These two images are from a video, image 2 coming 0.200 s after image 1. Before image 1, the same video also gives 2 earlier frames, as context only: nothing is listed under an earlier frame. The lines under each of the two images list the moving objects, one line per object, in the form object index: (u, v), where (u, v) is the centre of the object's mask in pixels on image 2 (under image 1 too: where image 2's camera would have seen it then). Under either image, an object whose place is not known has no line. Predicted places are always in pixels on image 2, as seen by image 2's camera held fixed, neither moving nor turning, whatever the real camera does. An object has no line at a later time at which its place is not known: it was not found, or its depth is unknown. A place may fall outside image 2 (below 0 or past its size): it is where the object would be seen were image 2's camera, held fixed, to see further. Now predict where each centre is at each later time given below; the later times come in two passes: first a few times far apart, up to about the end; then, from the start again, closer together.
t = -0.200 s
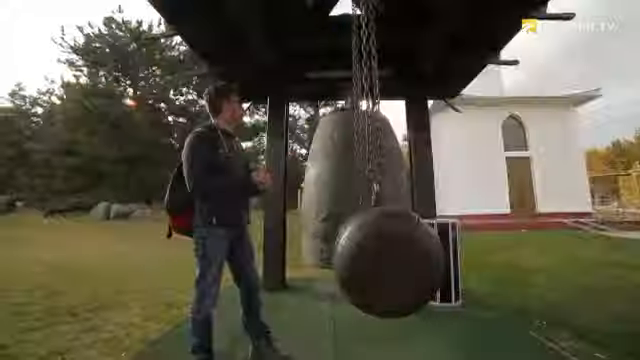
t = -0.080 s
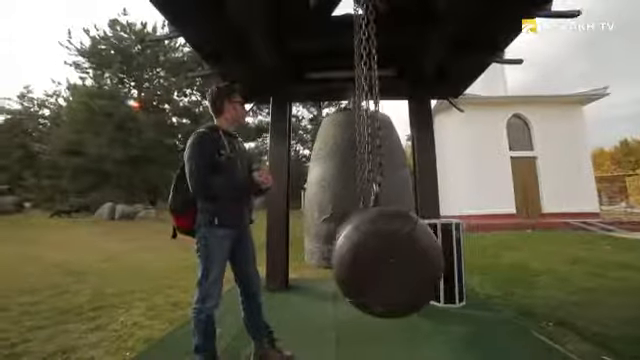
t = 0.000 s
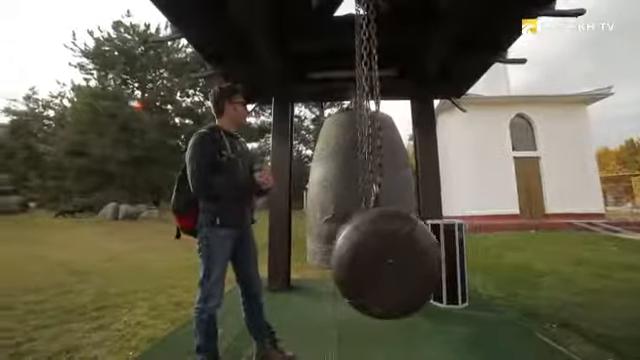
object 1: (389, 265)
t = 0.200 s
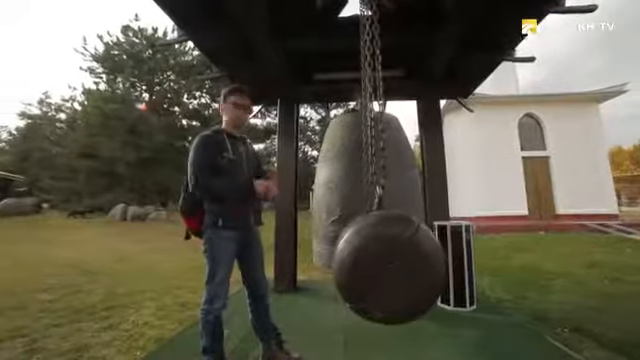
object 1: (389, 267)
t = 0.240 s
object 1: (389, 268)
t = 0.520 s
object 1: (389, 271)
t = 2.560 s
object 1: (406, 266)
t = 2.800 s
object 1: (402, 265)
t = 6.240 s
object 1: (384, 260)
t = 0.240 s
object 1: (389, 268)
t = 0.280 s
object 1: (389, 268)
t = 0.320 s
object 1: (389, 268)
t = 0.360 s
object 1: (389, 269)
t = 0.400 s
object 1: (389, 270)
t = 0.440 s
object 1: (390, 270)
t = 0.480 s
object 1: (389, 271)
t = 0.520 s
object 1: (389, 271)
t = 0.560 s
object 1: (389, 272)
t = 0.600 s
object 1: (389, 272)
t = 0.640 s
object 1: (389, 273)
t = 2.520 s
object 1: (407, 266)
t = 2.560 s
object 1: (406, 266)
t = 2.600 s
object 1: (405, 265)
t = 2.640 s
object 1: (404, 265)
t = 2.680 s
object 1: (404, 265)
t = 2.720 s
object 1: (402, 265)
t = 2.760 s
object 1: (402, 265)
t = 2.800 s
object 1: (402, 265)
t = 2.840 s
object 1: (401, 264)
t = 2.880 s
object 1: (401, 264)
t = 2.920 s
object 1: (400, 264)
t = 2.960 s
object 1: (401, 265)
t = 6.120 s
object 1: (385, 260)
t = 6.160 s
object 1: (385, 260)
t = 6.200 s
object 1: (385, 260)
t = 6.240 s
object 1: (384, 260)
